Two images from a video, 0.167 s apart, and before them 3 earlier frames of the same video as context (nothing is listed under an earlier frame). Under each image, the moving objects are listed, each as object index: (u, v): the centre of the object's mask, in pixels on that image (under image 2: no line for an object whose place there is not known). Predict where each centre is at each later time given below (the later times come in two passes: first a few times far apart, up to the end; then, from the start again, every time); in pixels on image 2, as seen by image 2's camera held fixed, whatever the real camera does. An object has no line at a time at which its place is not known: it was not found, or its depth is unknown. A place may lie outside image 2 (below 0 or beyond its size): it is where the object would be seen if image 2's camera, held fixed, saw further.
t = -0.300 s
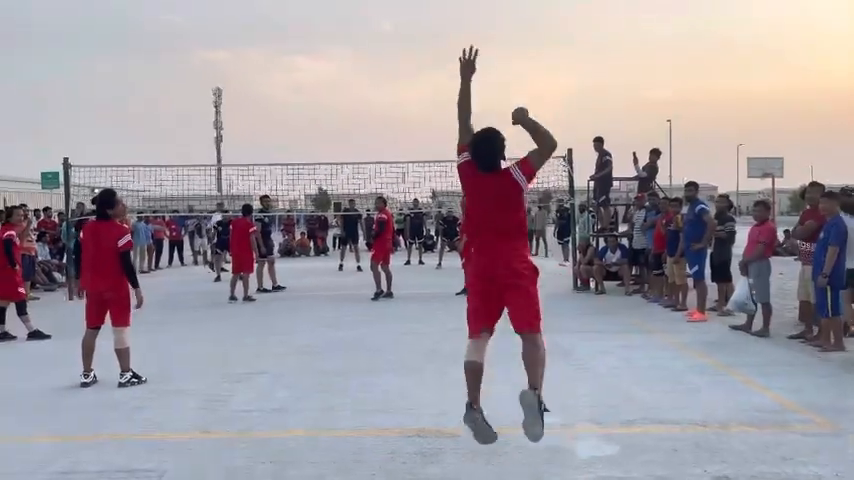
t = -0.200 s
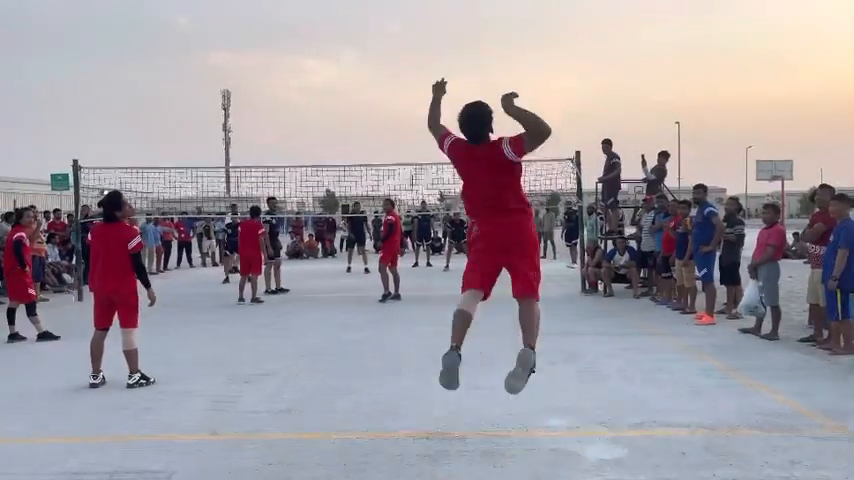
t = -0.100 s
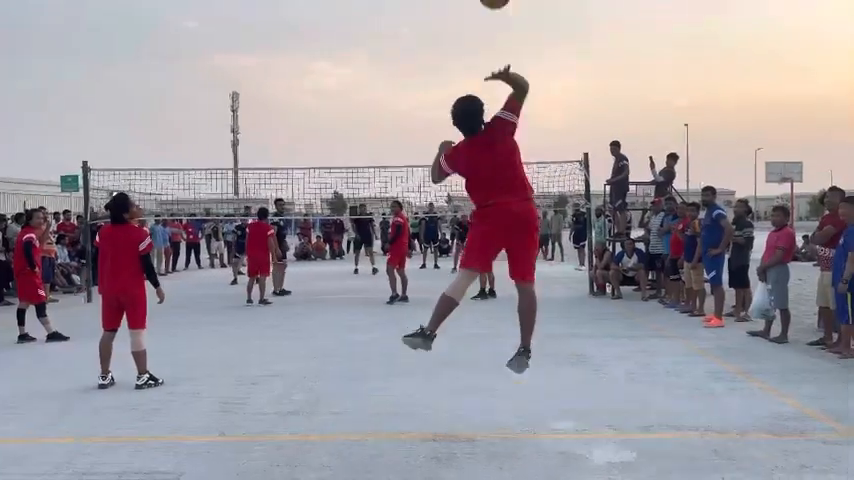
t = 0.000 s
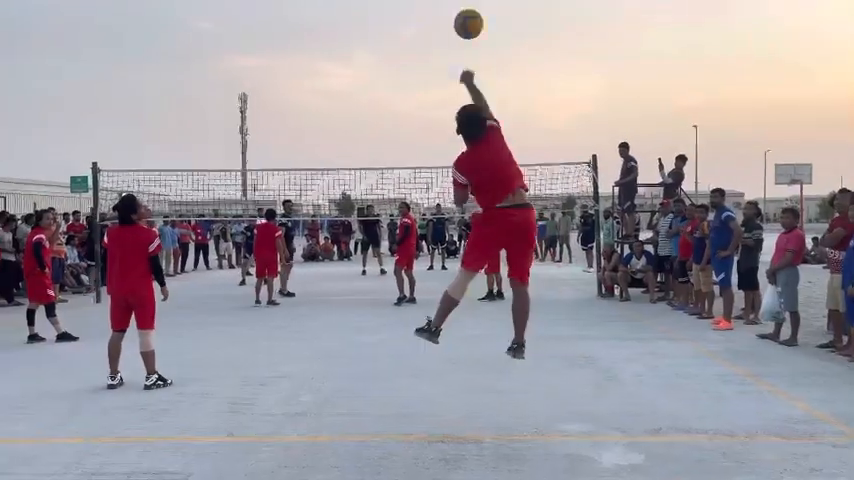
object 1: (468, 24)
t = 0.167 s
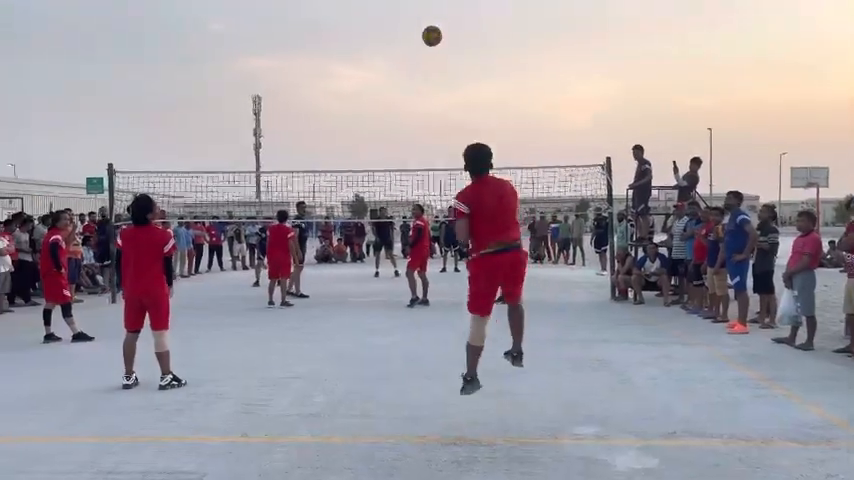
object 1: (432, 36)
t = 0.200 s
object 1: (425, 40)
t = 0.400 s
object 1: (400, 74)
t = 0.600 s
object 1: (387, 115)
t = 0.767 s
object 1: (381, 152)
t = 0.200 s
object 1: (425, 40)
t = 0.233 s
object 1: (419, 45)
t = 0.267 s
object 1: (414, 51)
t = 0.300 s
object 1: (410, 56)
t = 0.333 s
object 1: (406, 62)
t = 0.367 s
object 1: (402, 68)
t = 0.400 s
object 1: (400, 74)
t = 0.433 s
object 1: (397, 81)
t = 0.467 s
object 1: (394, 87)
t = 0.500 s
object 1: (392, 94)
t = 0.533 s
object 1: (390, 101)
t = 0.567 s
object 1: (388, 108)
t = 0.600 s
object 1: (387, 115)
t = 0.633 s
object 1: (385, 122)
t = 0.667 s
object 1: (384, 130)
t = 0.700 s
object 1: (383, 137)
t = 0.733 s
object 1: (382, 145)
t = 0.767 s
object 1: (381, 152)
